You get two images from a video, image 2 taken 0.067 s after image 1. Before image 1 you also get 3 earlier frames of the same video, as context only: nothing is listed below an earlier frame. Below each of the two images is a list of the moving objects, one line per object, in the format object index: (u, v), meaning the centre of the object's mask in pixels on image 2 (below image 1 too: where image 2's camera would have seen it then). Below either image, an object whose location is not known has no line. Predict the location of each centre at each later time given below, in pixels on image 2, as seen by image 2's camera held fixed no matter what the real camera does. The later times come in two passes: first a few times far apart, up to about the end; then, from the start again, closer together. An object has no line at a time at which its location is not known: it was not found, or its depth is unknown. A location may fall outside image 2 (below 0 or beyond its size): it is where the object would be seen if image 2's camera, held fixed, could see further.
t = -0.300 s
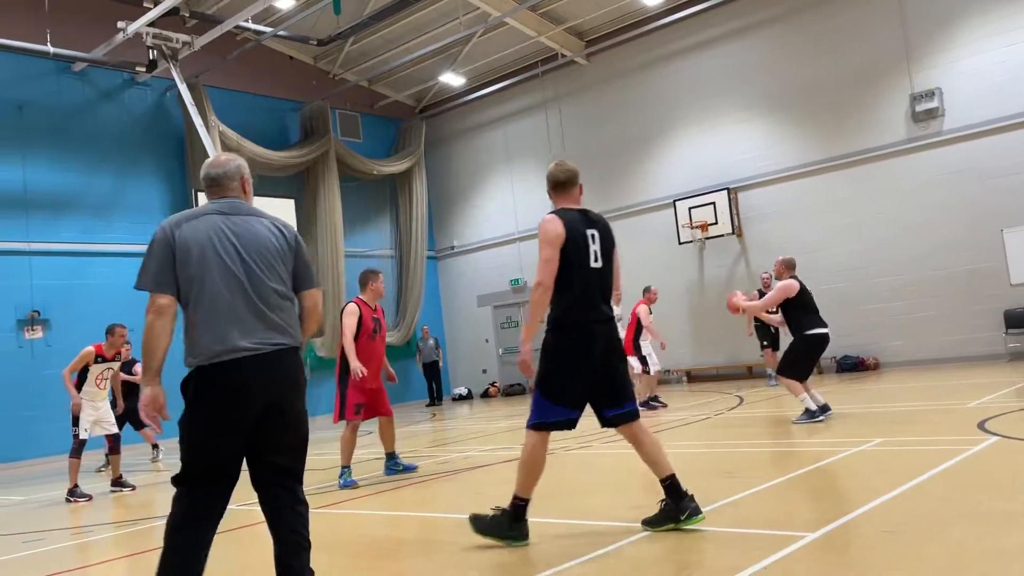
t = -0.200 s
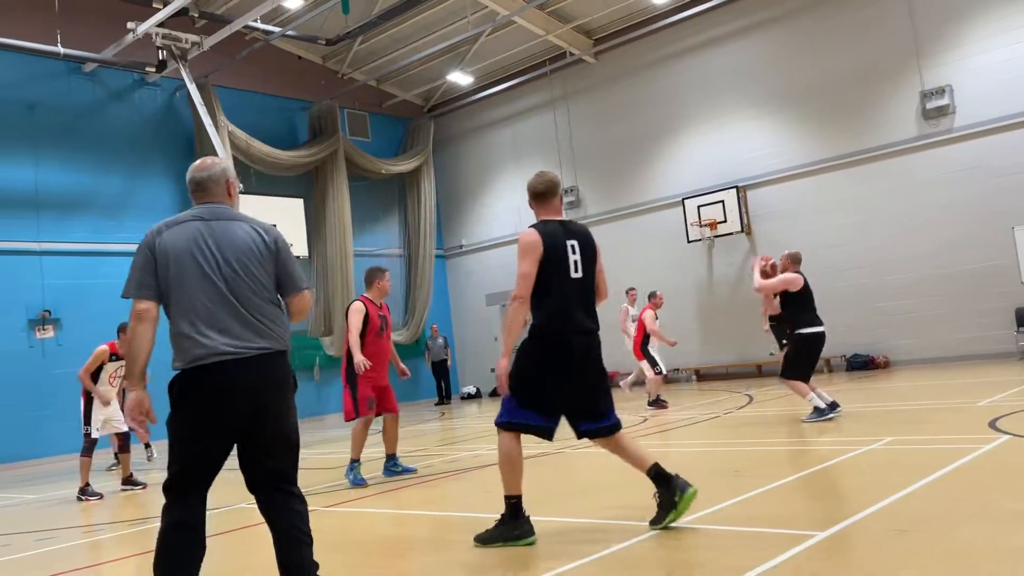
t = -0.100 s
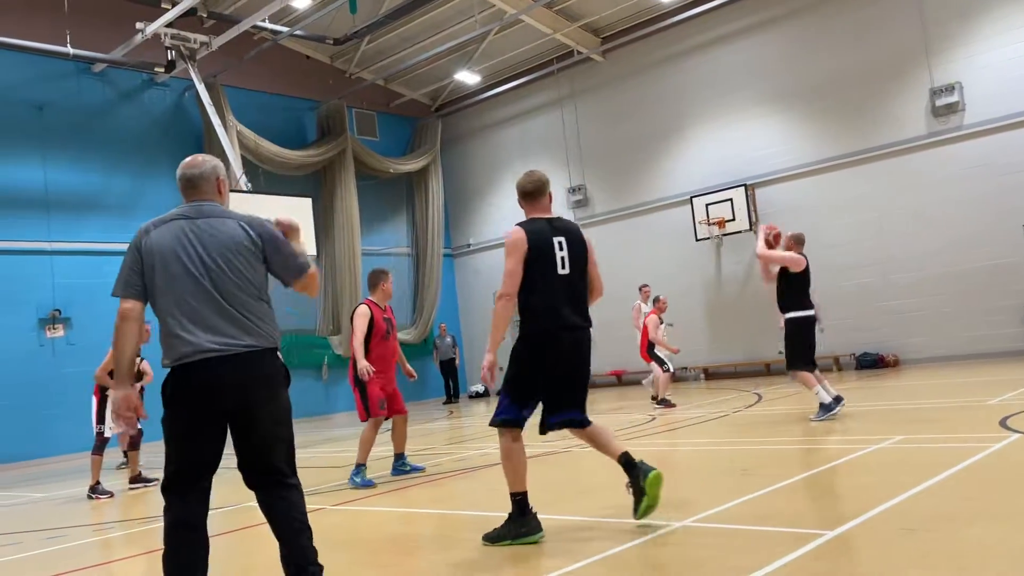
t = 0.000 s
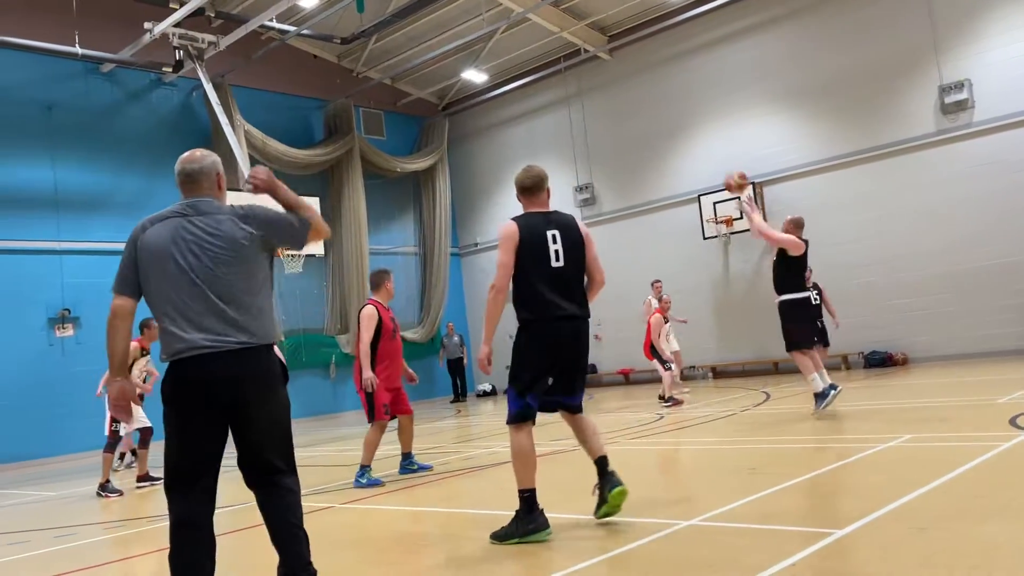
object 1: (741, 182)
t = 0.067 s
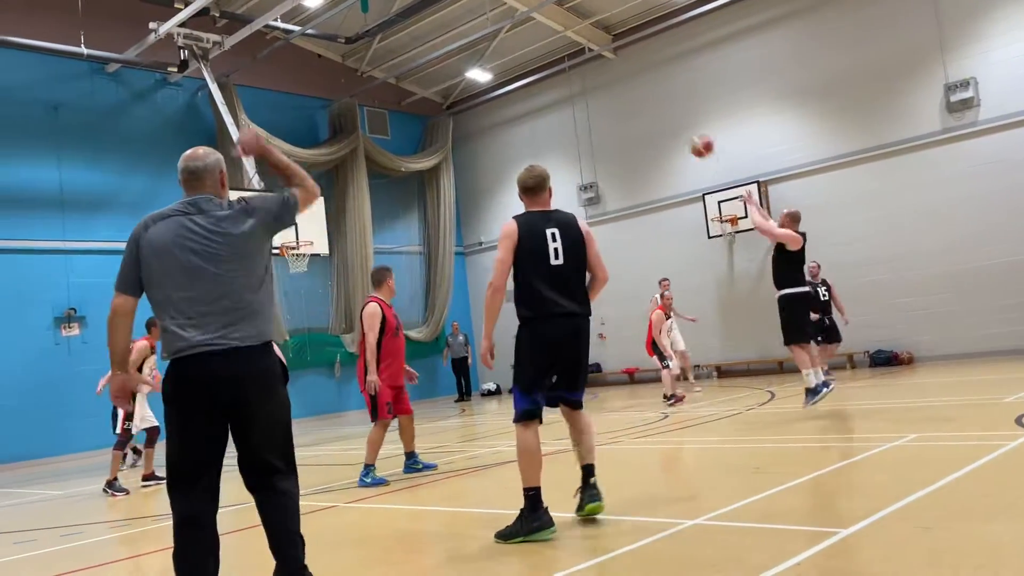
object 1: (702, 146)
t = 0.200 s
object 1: (634, 94)
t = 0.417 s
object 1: (542, 47)
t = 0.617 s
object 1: (475, 40)
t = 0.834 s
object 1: (414, 64)
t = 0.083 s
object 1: (693, 139)
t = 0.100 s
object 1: (683, 131)
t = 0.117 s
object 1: (674, 124)
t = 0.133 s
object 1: (666, 116)
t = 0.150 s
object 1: (658, 111)
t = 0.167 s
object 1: (650, 105)
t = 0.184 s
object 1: (641, 99)
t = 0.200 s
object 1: (634, 94)
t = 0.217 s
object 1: (625, 89)
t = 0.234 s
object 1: (617, 84)
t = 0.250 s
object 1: (610, 79)
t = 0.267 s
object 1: (603, 75)
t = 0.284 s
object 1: (596, 71)
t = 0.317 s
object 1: (581, 63)
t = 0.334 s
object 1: (574, 60)
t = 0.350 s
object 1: (567, 57)
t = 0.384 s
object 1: (555, 52)
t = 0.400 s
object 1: (548, 49)
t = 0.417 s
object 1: (542, 47)
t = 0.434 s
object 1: (535, 46)
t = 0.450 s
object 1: (529, 45)
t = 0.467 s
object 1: (524, 43)
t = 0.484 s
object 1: (517, 42)
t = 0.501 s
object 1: (511, 41)
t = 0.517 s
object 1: (506, 41)
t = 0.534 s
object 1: (500, 40)
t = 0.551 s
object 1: (495, 40)
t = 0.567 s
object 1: (490, 41)
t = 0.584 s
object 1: (485, 39)
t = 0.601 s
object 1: (479, 40)
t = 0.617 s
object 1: (475, 40)
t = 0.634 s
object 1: (469, 41)
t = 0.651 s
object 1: (464, 42)
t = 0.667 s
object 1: (458, 42)
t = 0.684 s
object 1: (455, 45)
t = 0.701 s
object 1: (450, 47)
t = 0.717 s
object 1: (444, 48)
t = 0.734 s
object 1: (439, 50)
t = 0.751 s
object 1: (435, 52)
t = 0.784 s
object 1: (427, 56)
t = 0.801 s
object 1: (423, 58)
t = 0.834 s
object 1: (414, 64)
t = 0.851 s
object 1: (411, 66)
